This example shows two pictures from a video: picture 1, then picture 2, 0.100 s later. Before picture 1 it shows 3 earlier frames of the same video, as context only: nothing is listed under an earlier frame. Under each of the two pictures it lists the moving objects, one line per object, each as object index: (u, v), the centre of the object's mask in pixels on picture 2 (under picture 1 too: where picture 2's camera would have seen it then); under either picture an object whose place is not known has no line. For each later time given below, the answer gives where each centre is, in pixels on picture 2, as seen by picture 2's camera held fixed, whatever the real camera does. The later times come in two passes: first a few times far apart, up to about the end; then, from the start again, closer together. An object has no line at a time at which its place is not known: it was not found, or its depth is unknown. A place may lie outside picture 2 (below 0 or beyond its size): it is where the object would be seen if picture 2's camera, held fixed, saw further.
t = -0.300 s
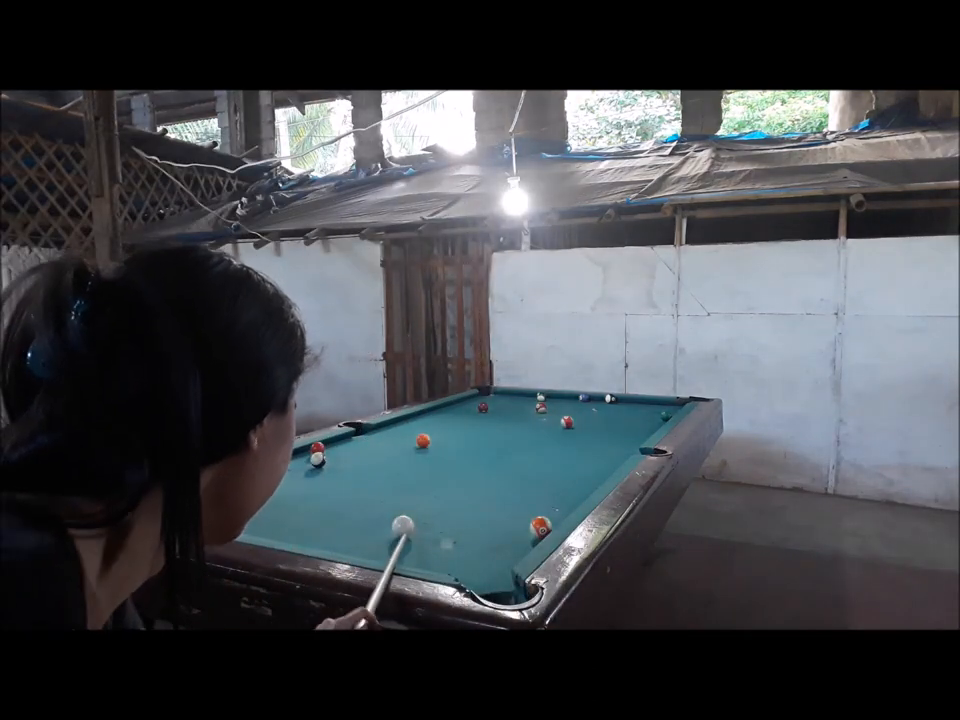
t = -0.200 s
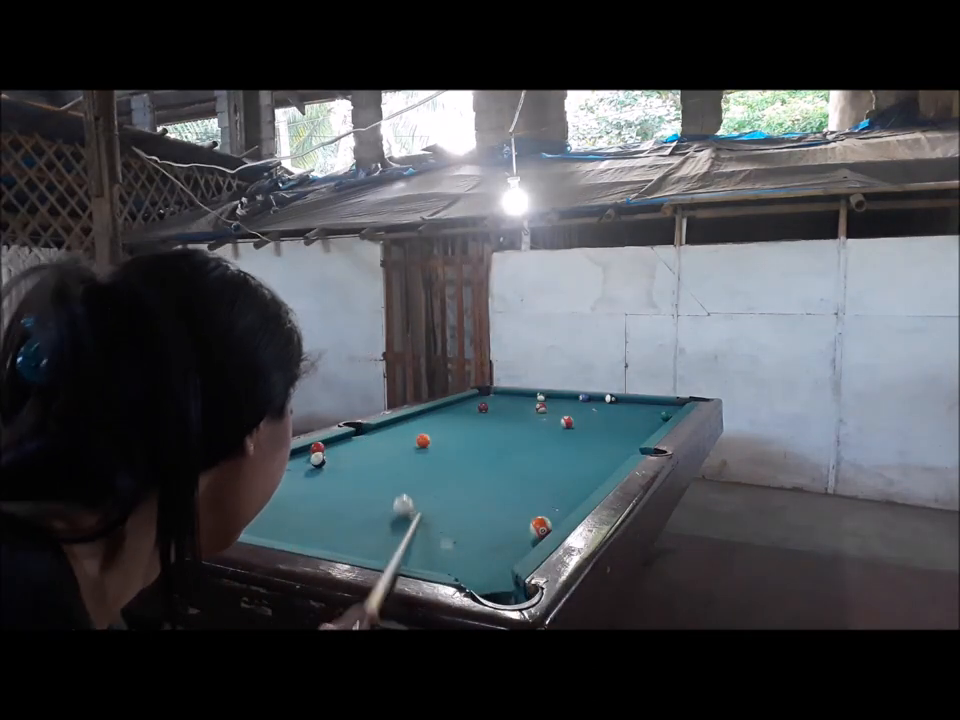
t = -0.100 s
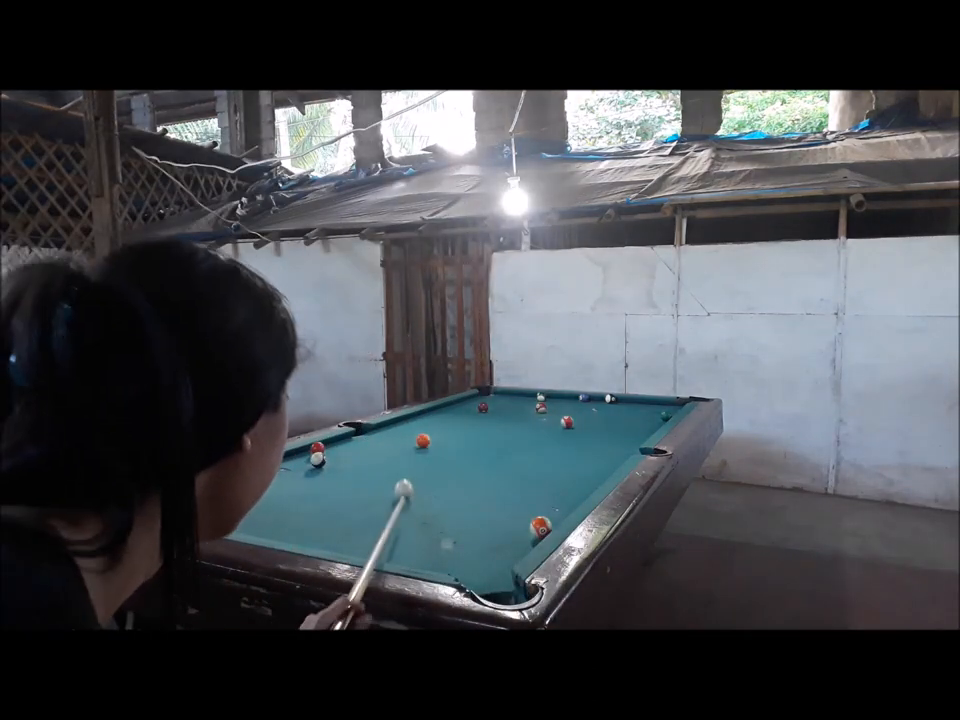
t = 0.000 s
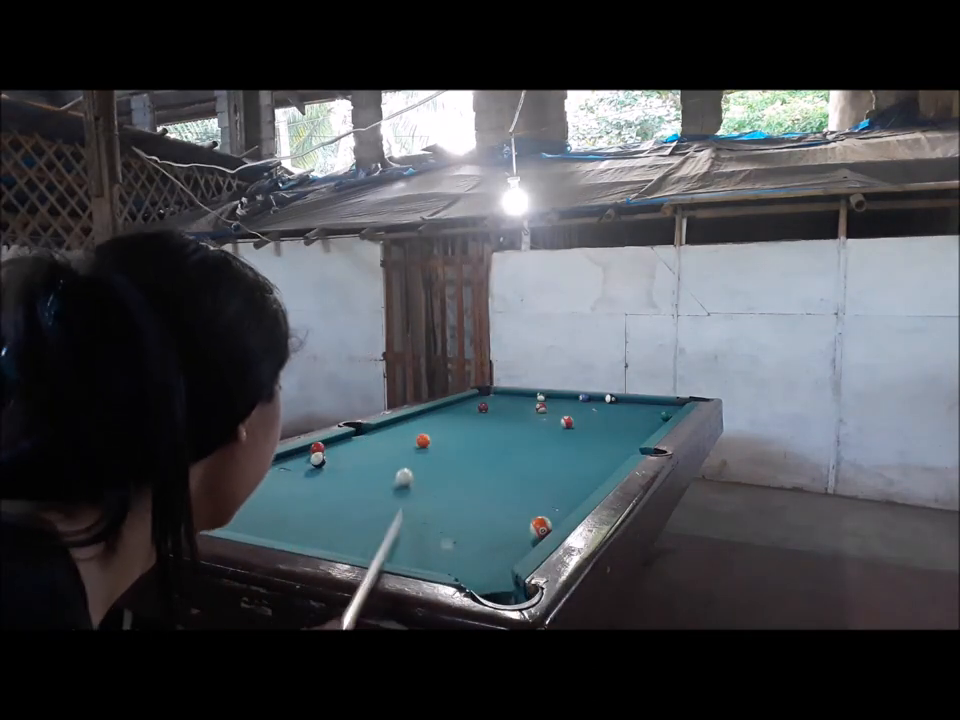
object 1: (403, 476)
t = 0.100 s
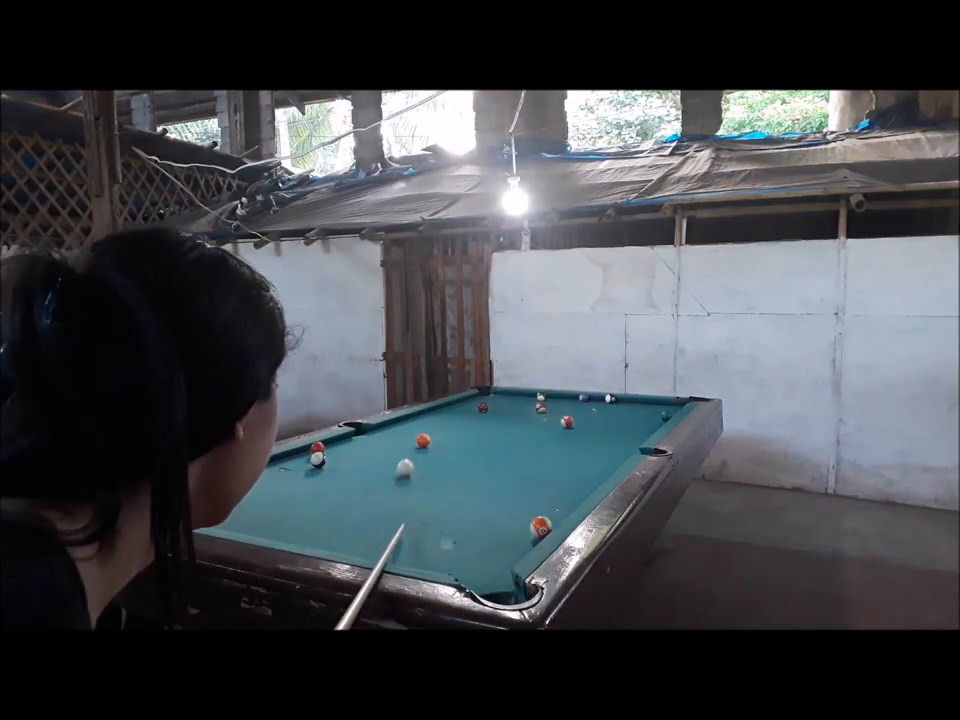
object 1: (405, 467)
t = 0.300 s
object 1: (406, 451)
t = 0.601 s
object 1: (409, 432)
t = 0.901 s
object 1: (410, 417)
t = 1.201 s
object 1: (446, 409)
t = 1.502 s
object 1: (483, 401)
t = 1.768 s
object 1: (511, 400)
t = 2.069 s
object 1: (532, 396)
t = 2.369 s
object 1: (536, 394)
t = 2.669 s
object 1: (538, 395)
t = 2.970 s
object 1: (539, 396)
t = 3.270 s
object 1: (540, 396)
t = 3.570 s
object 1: (541, 397)
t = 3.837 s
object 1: (541, 397)
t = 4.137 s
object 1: (541, 397)
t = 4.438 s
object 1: (541, 397)
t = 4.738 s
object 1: (541, 397)
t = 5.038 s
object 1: (541, 397)
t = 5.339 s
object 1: (541, 397)
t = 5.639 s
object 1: (541, 397)
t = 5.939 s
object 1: (541, 397)
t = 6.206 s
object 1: (541, 397)
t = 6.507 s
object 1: (541, 397)
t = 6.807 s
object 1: (541, 397)
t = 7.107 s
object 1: (541, 397)
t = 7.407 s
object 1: (541, 397)
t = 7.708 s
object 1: (541, 397)
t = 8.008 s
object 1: (541, 397)
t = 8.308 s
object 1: (541, 397)
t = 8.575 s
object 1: (541, 397)
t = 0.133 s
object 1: (405, 465)
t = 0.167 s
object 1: (405, 462)
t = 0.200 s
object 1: (406, 459)
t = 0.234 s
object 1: (406, 456)
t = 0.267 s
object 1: (406, 454)
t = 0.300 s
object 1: (406, 451)
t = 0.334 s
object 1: (407, 449)
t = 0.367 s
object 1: (407, 447)
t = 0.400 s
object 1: (407, 444)
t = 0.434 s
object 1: (408, 442)
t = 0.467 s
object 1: (407, 440)
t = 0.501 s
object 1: (408, 438)
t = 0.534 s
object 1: (408, 436)
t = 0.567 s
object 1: (409, 434)
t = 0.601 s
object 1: (409, 432)
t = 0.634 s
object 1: (409, 430)
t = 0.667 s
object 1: (409, 429)
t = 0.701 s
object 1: (409, 427)
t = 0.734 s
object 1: (409, 425)
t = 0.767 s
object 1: (409, 424)
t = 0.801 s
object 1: (409, 422)
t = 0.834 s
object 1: (410, 421)
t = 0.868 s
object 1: (410, 419)
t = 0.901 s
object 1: (410, 417)
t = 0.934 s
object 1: (410, 416)
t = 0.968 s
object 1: (412, 415)
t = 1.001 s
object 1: (417, 414)
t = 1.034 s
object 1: (422, 413)
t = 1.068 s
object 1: (427, 412)
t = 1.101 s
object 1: (432, 412)
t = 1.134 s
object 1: (436, 411)
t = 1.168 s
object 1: (441, 410)
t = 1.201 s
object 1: (446, 409)
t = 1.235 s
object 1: (450, 409)
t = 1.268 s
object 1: (454, 408)
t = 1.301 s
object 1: (458, 407)
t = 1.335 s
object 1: (463, 407)
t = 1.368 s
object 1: (466, 406)
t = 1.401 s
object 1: (471, 405)
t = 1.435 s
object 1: (474, 404)
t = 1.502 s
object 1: (483, 401)
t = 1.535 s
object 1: (488, 401)
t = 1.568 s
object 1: (491, 402)
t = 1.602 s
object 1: (494, 402)
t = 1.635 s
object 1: (497, 401)
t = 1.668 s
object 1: (501, 401)
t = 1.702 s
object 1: (504, 400)
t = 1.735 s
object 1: (508, 400)
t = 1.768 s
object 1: (511, 400)
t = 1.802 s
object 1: (514, 399)
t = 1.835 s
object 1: (517, 398)
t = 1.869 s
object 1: (521, 398)
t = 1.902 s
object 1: (524, 397)
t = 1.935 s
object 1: (527, 397)
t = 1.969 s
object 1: (530, 397)
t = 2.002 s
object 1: (531, 396)
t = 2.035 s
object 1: (531, 396)
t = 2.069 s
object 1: (532, 396)
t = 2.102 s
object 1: (532, 396)
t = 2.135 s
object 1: (533, 396)
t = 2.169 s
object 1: (533, 395)
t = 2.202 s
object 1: (534, 395)
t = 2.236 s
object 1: (534, 395)
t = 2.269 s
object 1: (535, 395)
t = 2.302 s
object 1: (535, 394)
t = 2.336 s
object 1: (536, 394)
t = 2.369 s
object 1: (536, 394)
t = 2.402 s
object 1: (536, 394)
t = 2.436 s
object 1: (536, 394)
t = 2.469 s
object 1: (537, 394)
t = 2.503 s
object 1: (537, 394)
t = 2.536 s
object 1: (537, 394)
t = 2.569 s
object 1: (537, 394)
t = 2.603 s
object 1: (537, 394)
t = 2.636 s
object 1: (538, 395)
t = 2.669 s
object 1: (538, 395)
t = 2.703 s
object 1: (538, 395)
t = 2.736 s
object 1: (538, 395)
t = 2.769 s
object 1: (538, 395)
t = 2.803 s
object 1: (538, 395)
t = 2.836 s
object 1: (539, 395)
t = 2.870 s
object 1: (539, 395)
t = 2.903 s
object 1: (539, 395)
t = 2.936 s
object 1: (539, 395)
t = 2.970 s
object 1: (539, 396)
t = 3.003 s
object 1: (539, 396)
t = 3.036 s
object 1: (539, 396)
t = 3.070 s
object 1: (540, 396)
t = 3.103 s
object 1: (540, 396)
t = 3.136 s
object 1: (540, 396)
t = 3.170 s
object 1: (540, 396)
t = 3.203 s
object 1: (540, 396)
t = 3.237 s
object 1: (540, 396)
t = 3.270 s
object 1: (540, 396)
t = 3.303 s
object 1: (540, 397)
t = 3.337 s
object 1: (540, 397)
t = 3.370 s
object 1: (540, 397)
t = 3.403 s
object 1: (540, 397)
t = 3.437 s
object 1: (541, 397)
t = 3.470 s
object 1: (540, 397)
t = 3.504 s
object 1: (541, 397)
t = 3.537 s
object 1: (541, 397)
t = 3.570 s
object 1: (541, 397)
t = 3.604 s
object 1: (541, 397)
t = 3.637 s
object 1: (541, 397)
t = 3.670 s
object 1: (541, 397)
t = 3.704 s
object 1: (541, 397)
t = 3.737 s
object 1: (541, 397)
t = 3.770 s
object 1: (541, 397)
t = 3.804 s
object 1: (541, 397)
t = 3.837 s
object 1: (541, 397)
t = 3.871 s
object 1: (541, 397)
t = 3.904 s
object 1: (541, 397)
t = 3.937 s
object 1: (541, 397)
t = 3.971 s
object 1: (541, 397)
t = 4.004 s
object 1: (541, 397)
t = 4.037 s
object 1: (541, 397)
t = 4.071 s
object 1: (541, 397)
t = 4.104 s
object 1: (541, 397)
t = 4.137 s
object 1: (541, 397)
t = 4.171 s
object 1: (541, 397)
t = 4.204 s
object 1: (541, 397)
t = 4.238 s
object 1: (541, 397)
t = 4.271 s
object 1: (541, 397)
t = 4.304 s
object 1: (541, 397)
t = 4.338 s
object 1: (541, 397)
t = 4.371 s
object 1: (541, 397)
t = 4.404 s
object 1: (541, 397)
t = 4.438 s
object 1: (541, 397)
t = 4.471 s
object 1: (541, 397)
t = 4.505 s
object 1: (541, 397)
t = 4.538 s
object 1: (541, 397)
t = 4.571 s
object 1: (541, 397)
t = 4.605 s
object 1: (541, 397)
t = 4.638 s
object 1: (541, 397)
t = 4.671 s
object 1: (541, 397)
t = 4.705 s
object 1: (541, 397)
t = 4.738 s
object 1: (541, 397)
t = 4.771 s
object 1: (541, 397)
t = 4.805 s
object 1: (541, 397)
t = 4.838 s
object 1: (541, 397)
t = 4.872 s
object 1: (541, 397)
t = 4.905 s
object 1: (541, 397)
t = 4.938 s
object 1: (541, 397)
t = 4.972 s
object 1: (541, 397)
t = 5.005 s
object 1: (541, 397)
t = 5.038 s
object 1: (541, 397)
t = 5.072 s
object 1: (541, 397)
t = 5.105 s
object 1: (541, 397)
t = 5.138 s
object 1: (541, 397)
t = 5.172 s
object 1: (541, 397)
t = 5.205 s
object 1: (541, 397)
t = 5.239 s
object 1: (541, 397)
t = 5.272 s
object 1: (541, 397)
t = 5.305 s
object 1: (541, 397)
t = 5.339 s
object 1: (541, 397)
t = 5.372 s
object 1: (541, 397)
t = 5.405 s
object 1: (541, 397)
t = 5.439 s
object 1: (541, 397)
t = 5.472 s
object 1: (541, 397)
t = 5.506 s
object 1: (541, 397)
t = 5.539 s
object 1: (541, 397)
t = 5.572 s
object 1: (541, 397)
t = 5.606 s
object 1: (541, 397)
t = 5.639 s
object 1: (541, 397)
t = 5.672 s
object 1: (541, 397)
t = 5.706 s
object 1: (541, 397)
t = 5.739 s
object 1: (541, 397)
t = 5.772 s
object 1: (541, 397)
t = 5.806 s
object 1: (541, 397)
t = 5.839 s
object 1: (541, 397)
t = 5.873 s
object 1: (541, 397)
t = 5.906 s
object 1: (541, 397)
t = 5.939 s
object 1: (541, 397)
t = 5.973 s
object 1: (541, 397)
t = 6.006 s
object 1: (541, 397)
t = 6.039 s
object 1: (541, 397)
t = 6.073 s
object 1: (541, 397)
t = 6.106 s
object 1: (541, 397)
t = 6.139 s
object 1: (541, 397)
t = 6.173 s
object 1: (541, 397)
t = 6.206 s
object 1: (541, 397)
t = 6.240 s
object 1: (541, 397)
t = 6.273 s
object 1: (541, 397)
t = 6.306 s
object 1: (541, 397)
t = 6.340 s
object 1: (541, 397)
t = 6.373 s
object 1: (541, 397)
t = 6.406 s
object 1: (541, 397)
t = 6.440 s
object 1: (541, 397)
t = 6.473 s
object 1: (541, 397)
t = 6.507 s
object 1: (541, 397)
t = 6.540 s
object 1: (541, 397)
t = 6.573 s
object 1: (541, 397)
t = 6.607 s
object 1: (541, 397)
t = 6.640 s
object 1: (541, 397)
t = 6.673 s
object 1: (541, 397)
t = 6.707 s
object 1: (541, 397)
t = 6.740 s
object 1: (541, 397)
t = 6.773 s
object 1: (541, 397)
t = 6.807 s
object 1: (541, 397)
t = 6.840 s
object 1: (541, 397)
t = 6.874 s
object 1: (541, 397)
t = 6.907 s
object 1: (541, 397)
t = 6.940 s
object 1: (541, 397)
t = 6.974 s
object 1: (541, 397)
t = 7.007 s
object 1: (541, 397)
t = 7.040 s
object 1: (541, 397)
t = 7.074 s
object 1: (541, 397)
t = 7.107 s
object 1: (541, 397)
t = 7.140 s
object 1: (541, 397)
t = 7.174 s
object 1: (541, 397)
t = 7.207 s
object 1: (541, 397)
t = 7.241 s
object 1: (541, 397)
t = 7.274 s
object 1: (541, 397)
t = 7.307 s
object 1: (541, 397)
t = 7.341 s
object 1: (541, 397)
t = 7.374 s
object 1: (541, 397)
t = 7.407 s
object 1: (541, 397)
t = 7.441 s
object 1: (541, 397)
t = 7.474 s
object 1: (541, 397)
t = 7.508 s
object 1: (541, 397)
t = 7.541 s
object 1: (541, 397)
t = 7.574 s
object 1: (541, 397)
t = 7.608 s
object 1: (541, 397)
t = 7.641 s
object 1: (541, 397)
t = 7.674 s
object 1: (541, 397)
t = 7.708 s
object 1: (541, 397)
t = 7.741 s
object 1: (541, 397)
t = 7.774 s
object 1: (541, 397)
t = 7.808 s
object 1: (541, 397)
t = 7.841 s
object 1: (541, 397)
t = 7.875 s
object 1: (541, 397)
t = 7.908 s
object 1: (541, 397)
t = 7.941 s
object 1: (541, 397)
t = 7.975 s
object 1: (541, 397)
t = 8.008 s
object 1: (541, 397)
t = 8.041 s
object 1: (541, 397)
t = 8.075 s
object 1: (541, 397)
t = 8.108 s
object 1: (541, 397)
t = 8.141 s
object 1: (541, 397)
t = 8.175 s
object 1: (541, 397)
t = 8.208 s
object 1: (541, 397)
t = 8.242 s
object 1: (541, 397)
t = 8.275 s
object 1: (541, 397)
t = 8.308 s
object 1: (541, 397)
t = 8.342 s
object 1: (541, 397)
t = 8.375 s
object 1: (541, 397)
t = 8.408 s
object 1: (541, 397)
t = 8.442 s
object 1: (541, 397)
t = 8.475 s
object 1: (541, 397)
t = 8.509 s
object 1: (541, 397)
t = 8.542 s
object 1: (541, 397)
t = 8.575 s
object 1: (541, 397)
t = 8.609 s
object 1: (541, 397)
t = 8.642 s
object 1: (541, 397)
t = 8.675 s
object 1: (541, 397)
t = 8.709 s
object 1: (541, 397)
